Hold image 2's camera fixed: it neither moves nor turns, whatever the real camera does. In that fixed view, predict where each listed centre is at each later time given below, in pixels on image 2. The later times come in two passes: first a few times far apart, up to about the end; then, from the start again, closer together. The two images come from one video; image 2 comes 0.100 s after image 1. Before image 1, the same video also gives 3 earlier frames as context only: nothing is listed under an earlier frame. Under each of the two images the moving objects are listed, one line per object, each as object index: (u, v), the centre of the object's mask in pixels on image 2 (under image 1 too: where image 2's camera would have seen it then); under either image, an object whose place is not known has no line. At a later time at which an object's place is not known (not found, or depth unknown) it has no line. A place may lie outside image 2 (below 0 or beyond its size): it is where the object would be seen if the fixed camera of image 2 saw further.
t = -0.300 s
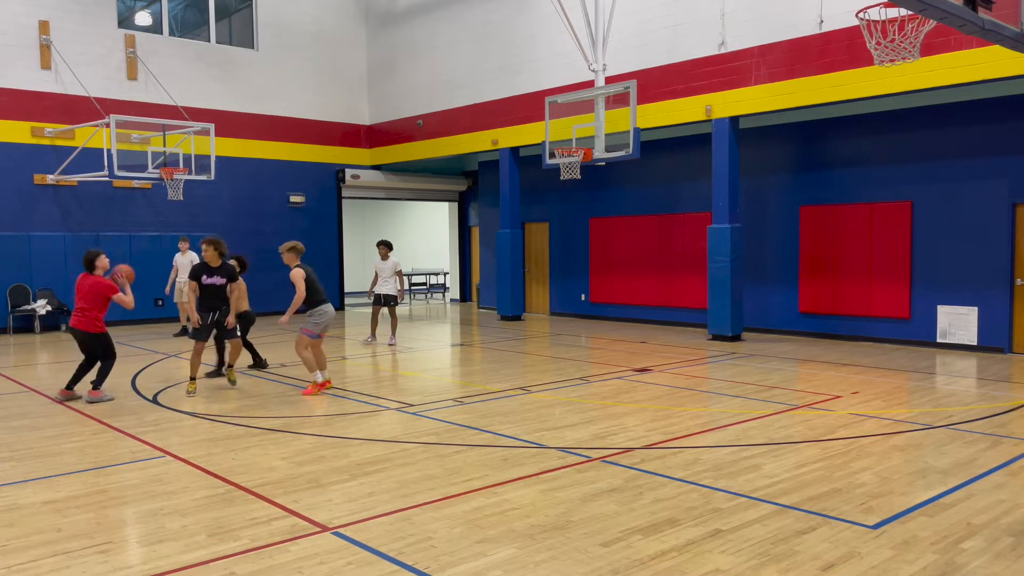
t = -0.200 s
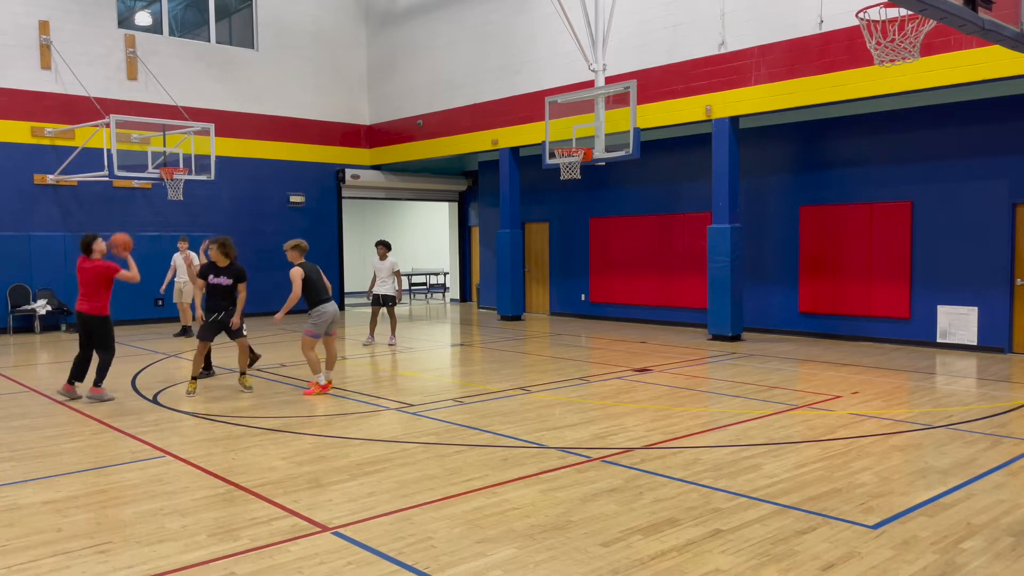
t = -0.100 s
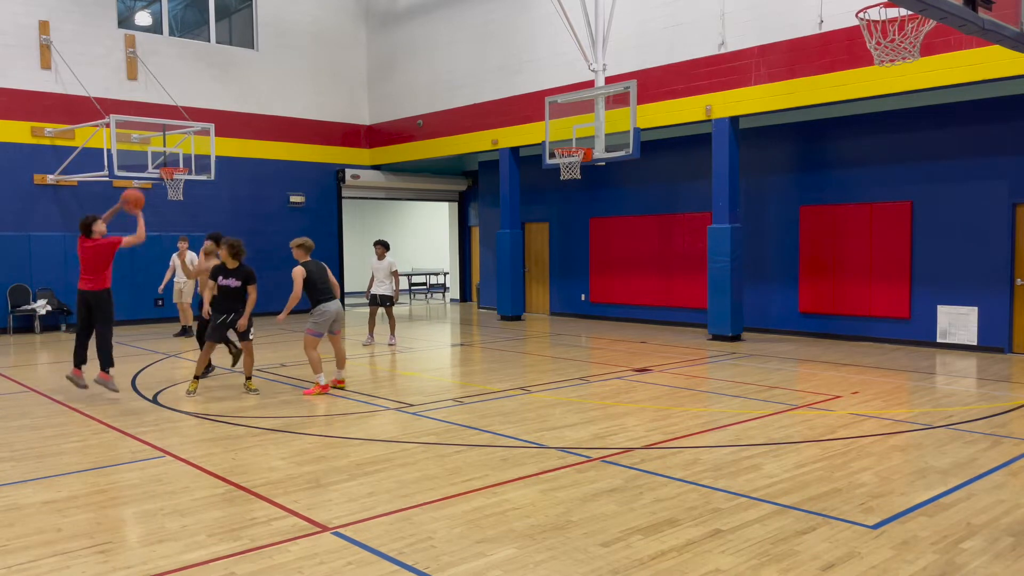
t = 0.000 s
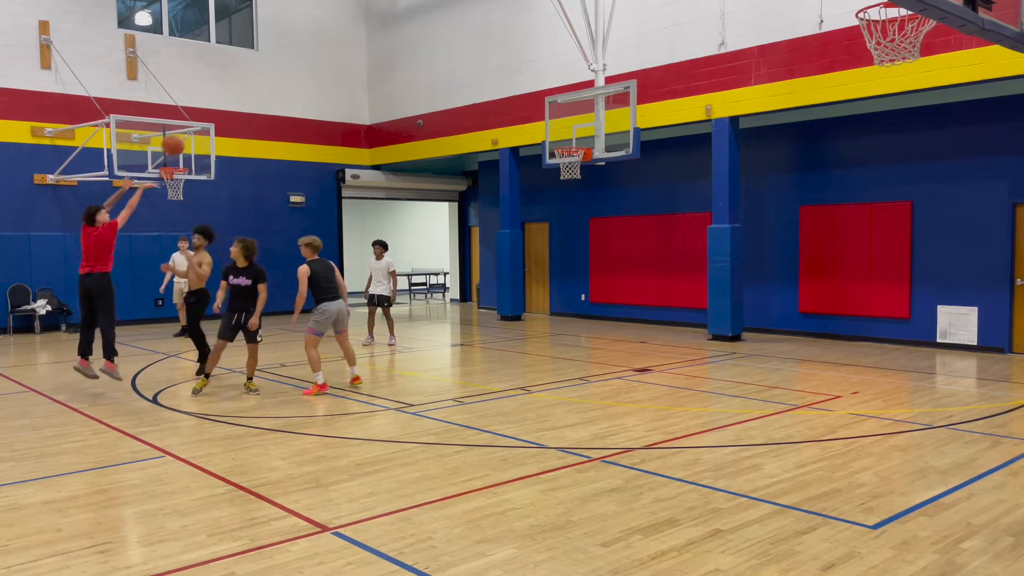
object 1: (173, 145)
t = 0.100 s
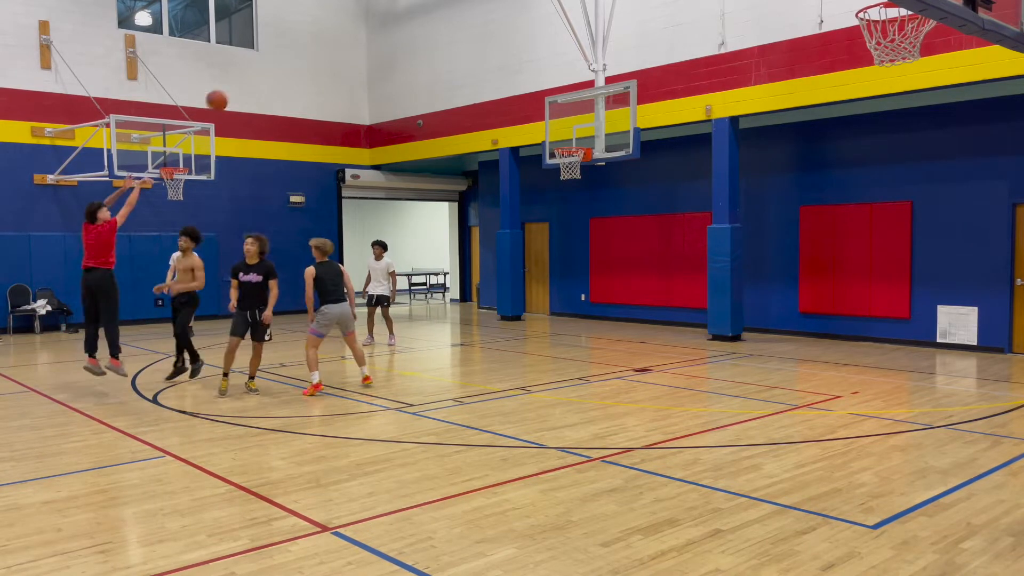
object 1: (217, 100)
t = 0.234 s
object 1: (272, 57)
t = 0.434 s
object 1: (348, 22)
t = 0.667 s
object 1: (427, 23)
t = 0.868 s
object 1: (487, 55)
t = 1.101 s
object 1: (551, 122)
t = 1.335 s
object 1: (589, 180)
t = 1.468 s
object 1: (599, 207)
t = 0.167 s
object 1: (245, 76)
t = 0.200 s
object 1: (258, 66)
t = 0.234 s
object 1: (272, 57)
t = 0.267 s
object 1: (285, 48)
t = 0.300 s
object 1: (298, 41)
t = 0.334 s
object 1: (311, 35)
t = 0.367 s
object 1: (323, 30)
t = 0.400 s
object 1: (336, 26)
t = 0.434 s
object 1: (348, 22)
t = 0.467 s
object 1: (359, 20)
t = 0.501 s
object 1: (371, 18)
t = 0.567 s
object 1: (394, 18)
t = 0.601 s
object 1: (405, 19)
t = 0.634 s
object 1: (416, 21)
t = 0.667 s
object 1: (427, 23)
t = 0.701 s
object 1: (437, 27)
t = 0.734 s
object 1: (448, 31)
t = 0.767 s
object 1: (458, 36)
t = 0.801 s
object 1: (468, 42)
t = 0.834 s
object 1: (478, 48)
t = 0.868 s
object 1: (487, 55)
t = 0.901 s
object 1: (497, 63)
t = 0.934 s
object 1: (506, 71)
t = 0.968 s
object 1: (516, 80)
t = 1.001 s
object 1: (524, 89)
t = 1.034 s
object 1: (534, 99)
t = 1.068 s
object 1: (542, 110)
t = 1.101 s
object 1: (551, 122)
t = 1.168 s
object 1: (568, 143)
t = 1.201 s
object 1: (578, 157)
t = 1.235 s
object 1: (582, 168)
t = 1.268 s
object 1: (584, 171)
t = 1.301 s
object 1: (587, 175)
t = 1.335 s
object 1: (589, 180)
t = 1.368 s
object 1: (591, 186)
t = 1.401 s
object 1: (594, 193)
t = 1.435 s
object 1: (596, 200)
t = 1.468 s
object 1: (599, 207)
